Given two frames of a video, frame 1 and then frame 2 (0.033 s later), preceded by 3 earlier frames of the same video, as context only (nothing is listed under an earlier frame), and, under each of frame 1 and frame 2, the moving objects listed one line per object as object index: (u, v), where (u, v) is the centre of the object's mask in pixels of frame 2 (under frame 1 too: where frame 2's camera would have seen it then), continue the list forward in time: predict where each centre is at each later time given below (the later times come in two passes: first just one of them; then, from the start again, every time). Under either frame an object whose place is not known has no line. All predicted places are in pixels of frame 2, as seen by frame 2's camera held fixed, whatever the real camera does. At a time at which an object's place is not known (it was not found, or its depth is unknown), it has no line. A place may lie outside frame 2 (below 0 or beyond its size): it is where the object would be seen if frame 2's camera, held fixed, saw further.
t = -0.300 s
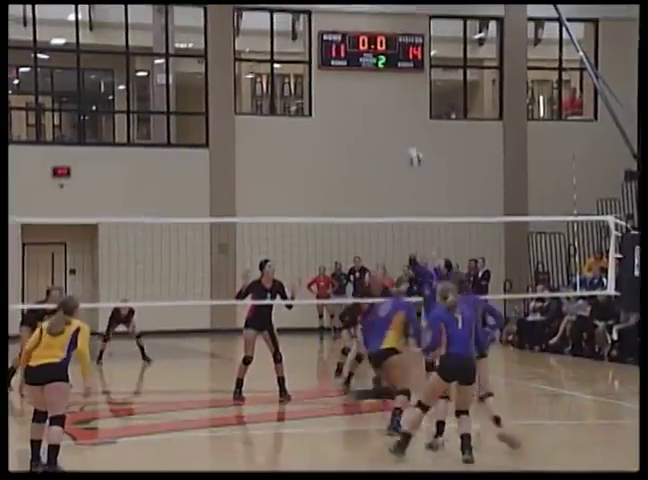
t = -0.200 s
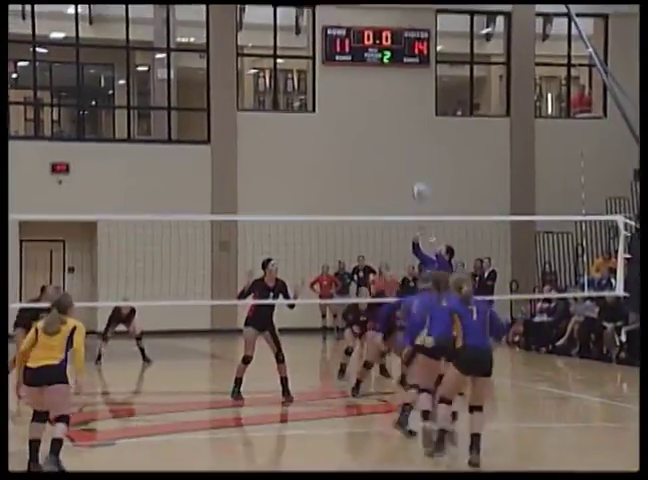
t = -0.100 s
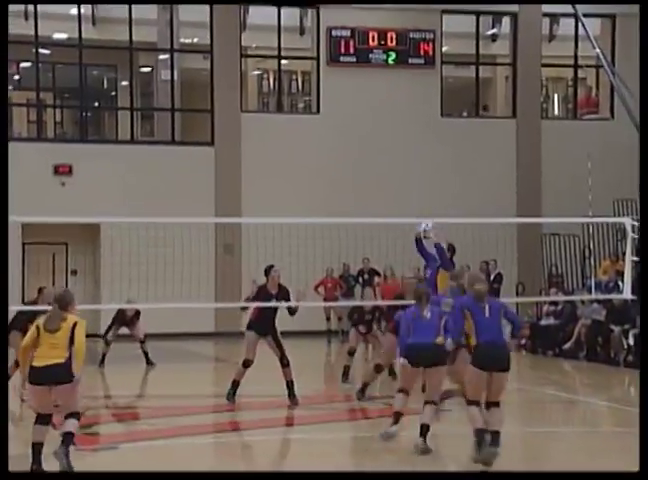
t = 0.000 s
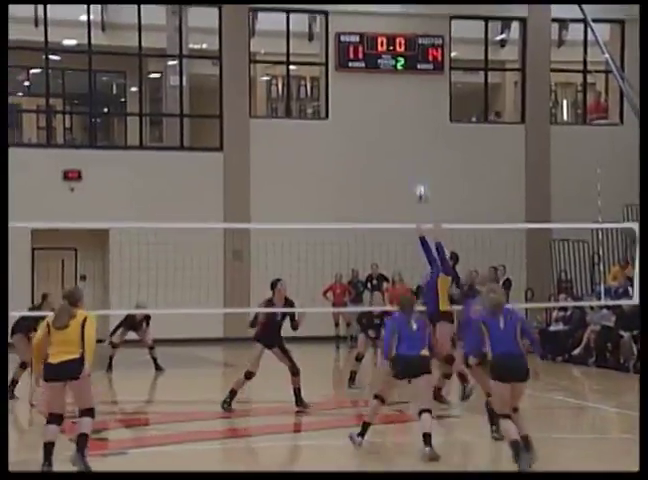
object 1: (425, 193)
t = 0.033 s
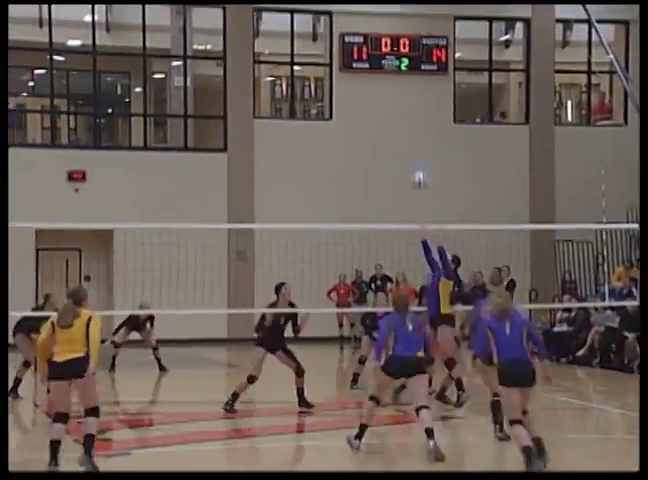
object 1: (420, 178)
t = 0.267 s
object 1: (383, 107)
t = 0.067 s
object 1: (415, 166)
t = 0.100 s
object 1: (410, 153)
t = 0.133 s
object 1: (404, 141)
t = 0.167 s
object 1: (397, 130)
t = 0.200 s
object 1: (392, 123)
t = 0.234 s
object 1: (387, 114)
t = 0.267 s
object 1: (383, 107)
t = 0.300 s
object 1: (376, 101)
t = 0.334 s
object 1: (371, 95)
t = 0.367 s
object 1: (366, 90)
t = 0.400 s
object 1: (360, 89)
